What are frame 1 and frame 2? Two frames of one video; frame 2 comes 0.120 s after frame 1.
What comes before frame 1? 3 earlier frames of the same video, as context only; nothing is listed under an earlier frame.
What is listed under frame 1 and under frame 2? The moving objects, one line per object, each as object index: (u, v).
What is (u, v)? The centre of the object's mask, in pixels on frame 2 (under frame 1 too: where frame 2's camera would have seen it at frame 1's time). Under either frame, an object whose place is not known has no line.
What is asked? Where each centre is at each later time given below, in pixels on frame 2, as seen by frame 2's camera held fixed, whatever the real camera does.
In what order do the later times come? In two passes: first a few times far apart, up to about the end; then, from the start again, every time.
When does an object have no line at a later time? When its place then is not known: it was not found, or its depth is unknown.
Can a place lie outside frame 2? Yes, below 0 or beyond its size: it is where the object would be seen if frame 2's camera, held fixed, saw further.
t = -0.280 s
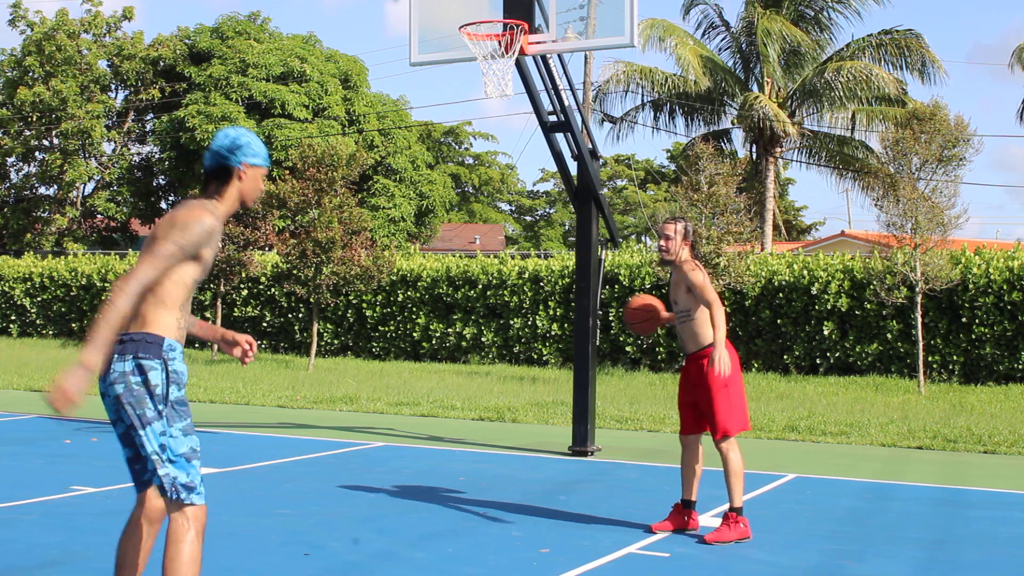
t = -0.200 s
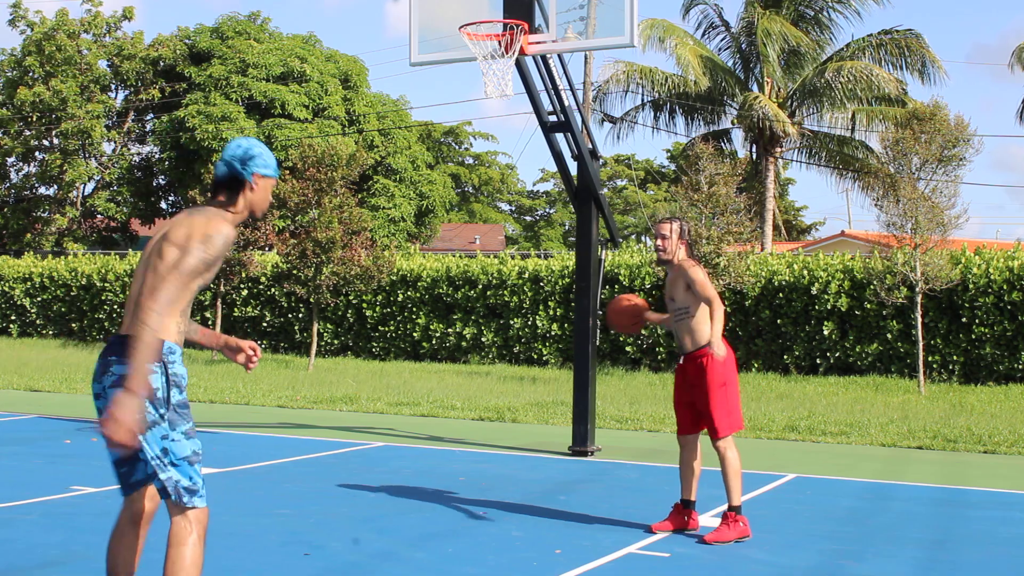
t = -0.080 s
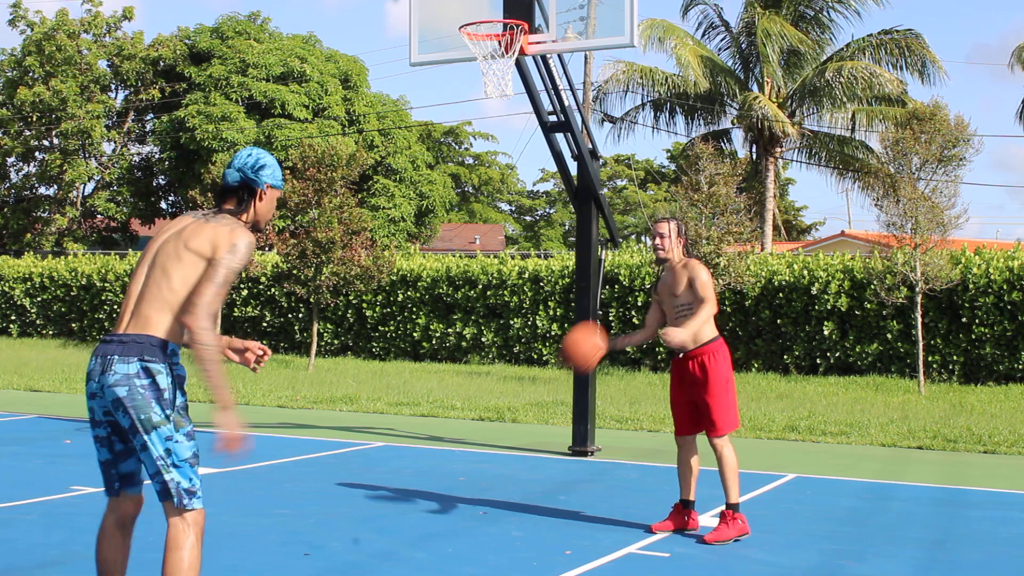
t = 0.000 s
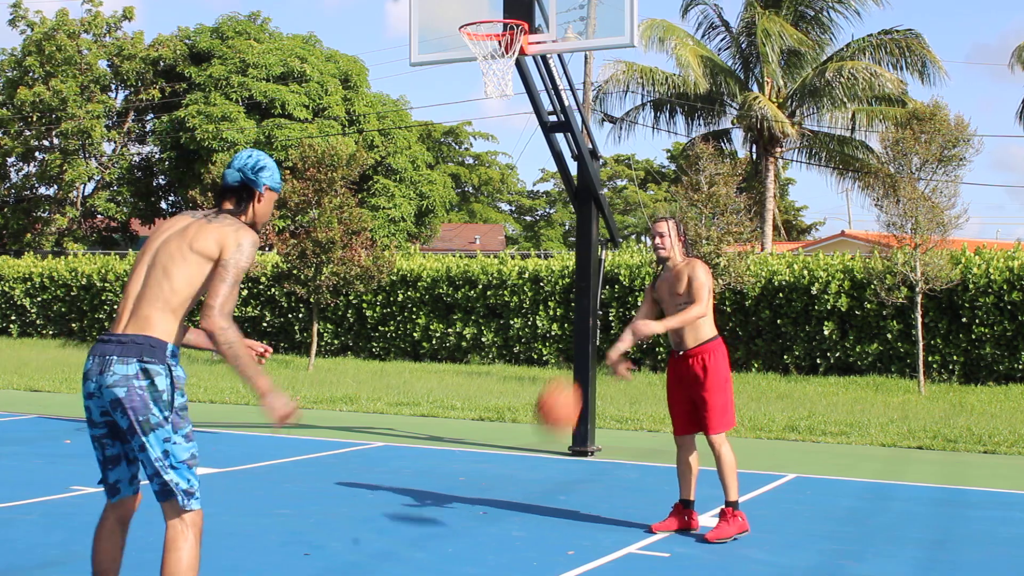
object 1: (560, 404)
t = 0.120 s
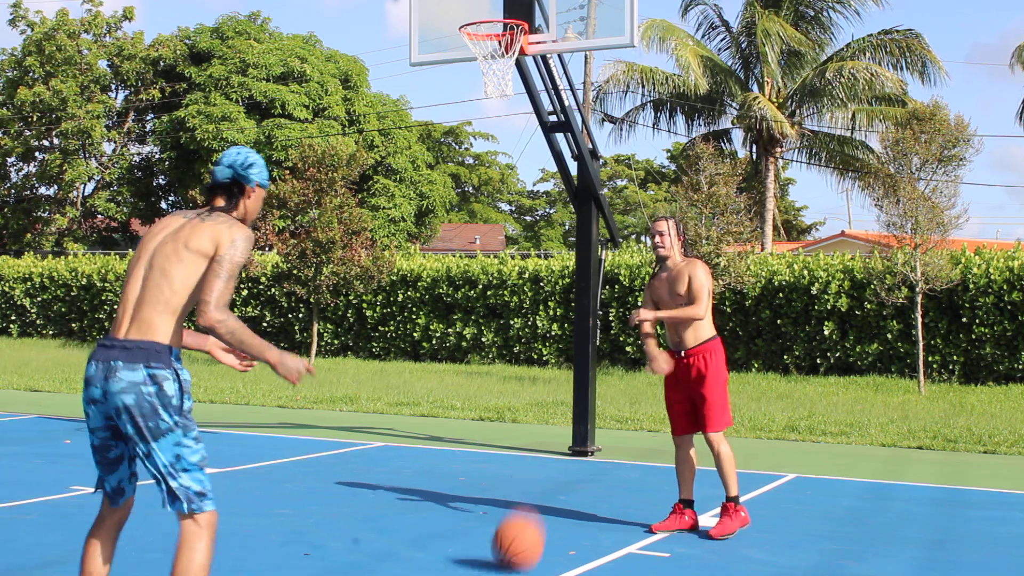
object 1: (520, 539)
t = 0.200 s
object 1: (512, 486)
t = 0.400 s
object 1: (495, 365)
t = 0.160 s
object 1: (515, 517)
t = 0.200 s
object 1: (512, 486)
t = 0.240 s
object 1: (509, 458)
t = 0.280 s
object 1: (506, 431)
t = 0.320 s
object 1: (502, 406)
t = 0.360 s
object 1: (499, 384)
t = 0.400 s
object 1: (495, 365)
